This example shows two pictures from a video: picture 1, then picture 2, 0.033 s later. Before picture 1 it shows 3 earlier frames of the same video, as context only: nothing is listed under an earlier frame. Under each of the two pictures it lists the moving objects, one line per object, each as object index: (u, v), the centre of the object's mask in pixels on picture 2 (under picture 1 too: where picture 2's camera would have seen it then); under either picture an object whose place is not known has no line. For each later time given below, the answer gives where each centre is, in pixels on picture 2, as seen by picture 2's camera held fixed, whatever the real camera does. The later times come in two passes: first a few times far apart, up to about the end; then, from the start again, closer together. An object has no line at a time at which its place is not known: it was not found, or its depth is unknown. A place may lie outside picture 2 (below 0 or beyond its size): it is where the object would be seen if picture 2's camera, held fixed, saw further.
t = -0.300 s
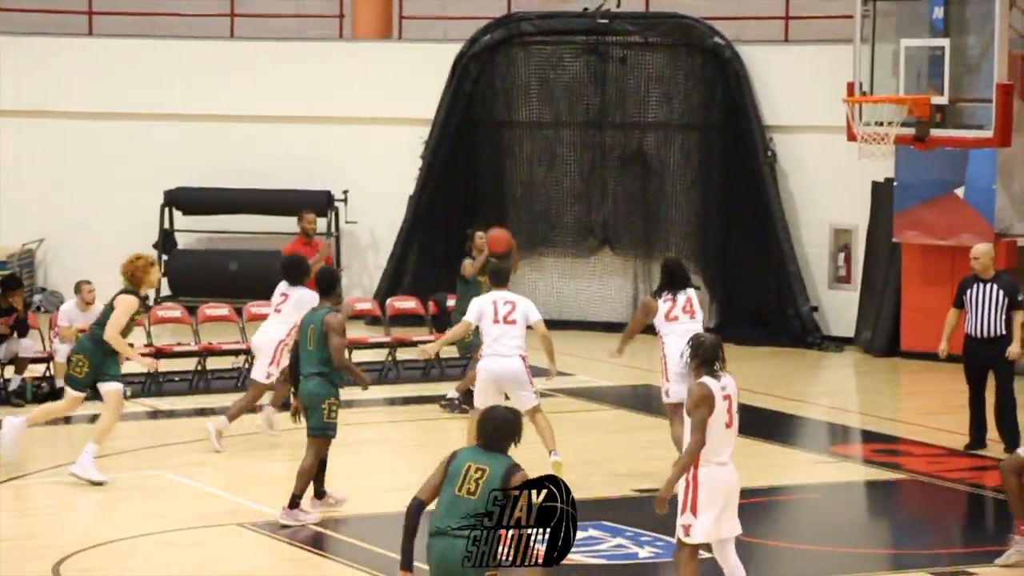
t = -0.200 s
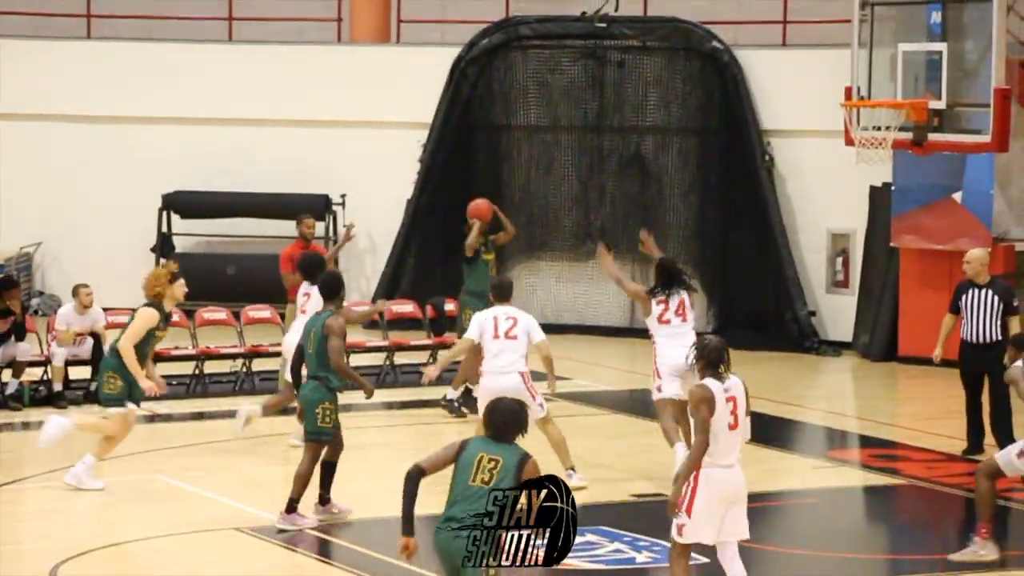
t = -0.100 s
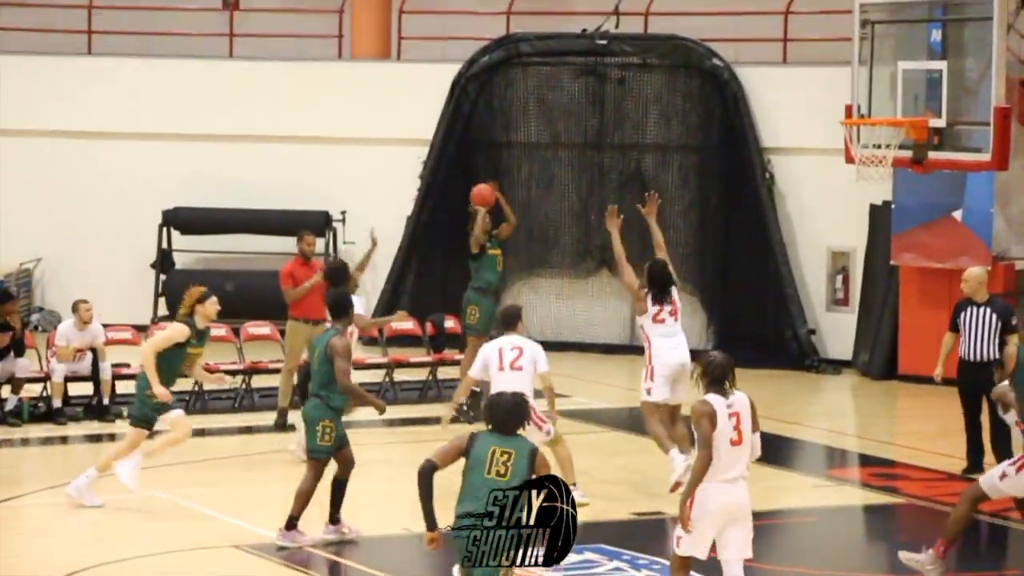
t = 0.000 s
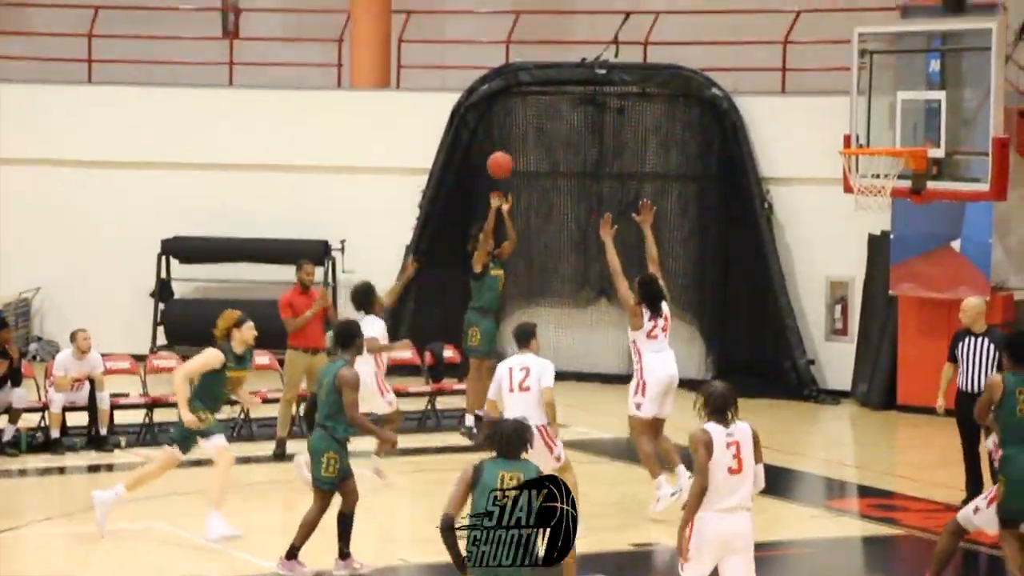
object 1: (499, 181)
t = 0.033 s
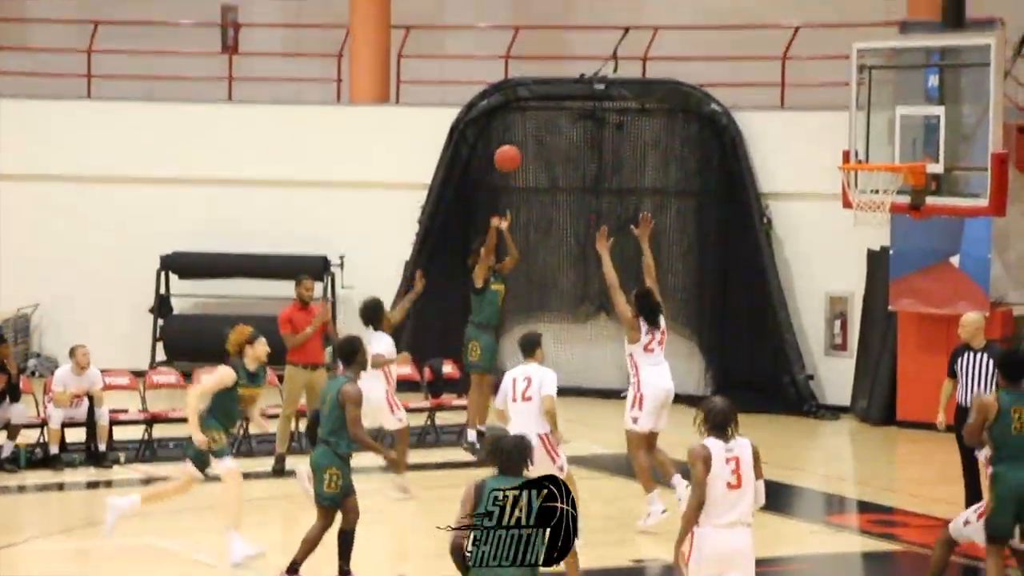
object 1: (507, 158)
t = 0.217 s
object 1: (556, 55)
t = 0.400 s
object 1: (606, -15)
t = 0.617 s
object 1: (669, -51)
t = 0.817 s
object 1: (732, -32)
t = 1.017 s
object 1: (795, 41)
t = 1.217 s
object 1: (864, 171)
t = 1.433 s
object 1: (906, 235)
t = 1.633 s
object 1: (936, 327)
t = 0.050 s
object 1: (512, 147)
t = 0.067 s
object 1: (516, 137)
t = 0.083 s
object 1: (520, 127)
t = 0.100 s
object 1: (524, 117)
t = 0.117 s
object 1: (529, 107)
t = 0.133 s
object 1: (533, 98)
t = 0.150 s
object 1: (538, 89)
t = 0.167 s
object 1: (542, 81)
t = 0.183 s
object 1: (546, 72)
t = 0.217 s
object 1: (556, 55)
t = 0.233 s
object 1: (560, 48)
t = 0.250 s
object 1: (564, 39)
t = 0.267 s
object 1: (569, 33)
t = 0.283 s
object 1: (573, 26)
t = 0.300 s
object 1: (578, 19)
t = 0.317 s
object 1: (582, 13)
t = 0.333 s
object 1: (587, 7)
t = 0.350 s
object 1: (592, 1)
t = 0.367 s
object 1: (596, -5)
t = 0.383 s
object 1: (600, -10)
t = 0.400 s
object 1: (606, -15)
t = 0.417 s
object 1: (611, -20)
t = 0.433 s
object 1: (615, -24)
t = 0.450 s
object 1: (620, -29)
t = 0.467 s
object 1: (624, -32)
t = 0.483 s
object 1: (629, -36)
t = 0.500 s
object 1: (634, -39)
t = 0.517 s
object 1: (639, -41)
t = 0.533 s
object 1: (644, -44)
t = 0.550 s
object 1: (649, -46)
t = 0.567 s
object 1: (654, -47)
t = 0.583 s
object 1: (659, -49)
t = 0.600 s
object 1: (664, -50)
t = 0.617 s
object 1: (669, -51)
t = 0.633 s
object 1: (674, -52)
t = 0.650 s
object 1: (679, -52)
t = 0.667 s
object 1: (684, -51)
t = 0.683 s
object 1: (689, -50)
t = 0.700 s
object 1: (695, -49)
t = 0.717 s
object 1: (700, -48)
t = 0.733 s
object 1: (705, -46)
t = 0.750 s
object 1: (711, -44)
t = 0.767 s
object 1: (716, -42)
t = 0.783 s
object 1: (721, -39)
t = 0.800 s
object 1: (727, -36)
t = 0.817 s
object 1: (732, -32)
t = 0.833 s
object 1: (737, -28)
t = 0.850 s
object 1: (742, -24)
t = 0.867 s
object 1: (748, -19)
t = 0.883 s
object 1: (753, -14)
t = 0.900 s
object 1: (758, -9)
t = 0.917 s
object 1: (763, -3)
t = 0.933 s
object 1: (769, 3)
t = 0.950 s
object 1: (773, 10)
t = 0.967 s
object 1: (779, 17)
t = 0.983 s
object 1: (785, 25)
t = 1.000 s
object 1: (789, 32)
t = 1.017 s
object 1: (795, 41)
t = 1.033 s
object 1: (801, 49)
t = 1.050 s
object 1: (807, 58)
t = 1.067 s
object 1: (812, 67)
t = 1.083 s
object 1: (818, 77)
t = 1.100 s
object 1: (824, 87)
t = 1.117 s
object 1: (830, 98)
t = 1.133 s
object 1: (834, 108)
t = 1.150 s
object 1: (841, 120)
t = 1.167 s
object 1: (846, 132)
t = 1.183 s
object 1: (852, 144)
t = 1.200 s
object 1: (857, 154)
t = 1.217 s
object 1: (864, 171)
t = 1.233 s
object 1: (870, 184)
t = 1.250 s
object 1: (874, 196)
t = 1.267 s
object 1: (878, 201)
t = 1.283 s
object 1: (881, 204)
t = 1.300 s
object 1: (884, 208)
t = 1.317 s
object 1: (886, 209)
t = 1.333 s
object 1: (890, 211)
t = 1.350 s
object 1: (892, 215)
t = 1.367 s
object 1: (895, 218)
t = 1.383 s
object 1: (898, 222)
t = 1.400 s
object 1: (900, 226)
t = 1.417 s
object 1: (903, 230)
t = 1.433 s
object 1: (906, 235)
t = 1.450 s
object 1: (908, 241)
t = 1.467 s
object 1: (911, 247)
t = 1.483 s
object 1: (913, 253)
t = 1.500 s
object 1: (916, 260)
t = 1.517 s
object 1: (919, 267)
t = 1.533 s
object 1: (921, 275)
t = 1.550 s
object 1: (924, 282)
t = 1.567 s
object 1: (926, 290)
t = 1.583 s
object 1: (928, 300)
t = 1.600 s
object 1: (931, 308)
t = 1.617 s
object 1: (932, 318)
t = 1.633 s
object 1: (936, 327)
